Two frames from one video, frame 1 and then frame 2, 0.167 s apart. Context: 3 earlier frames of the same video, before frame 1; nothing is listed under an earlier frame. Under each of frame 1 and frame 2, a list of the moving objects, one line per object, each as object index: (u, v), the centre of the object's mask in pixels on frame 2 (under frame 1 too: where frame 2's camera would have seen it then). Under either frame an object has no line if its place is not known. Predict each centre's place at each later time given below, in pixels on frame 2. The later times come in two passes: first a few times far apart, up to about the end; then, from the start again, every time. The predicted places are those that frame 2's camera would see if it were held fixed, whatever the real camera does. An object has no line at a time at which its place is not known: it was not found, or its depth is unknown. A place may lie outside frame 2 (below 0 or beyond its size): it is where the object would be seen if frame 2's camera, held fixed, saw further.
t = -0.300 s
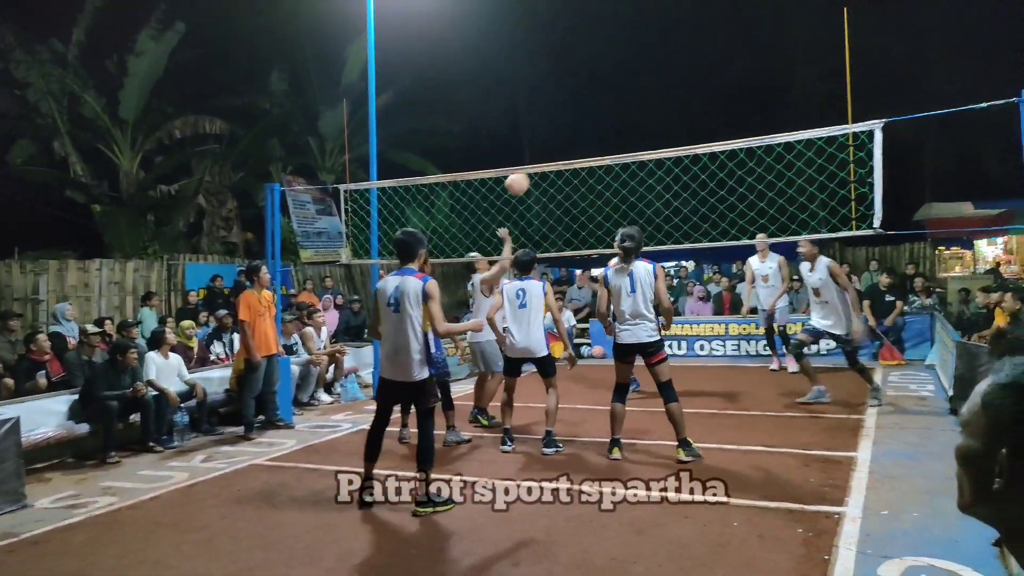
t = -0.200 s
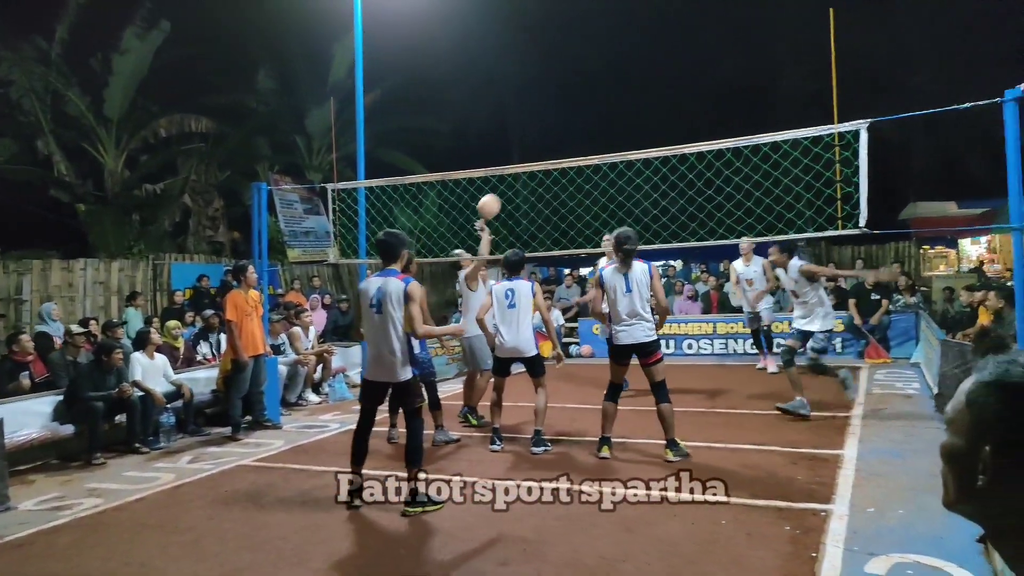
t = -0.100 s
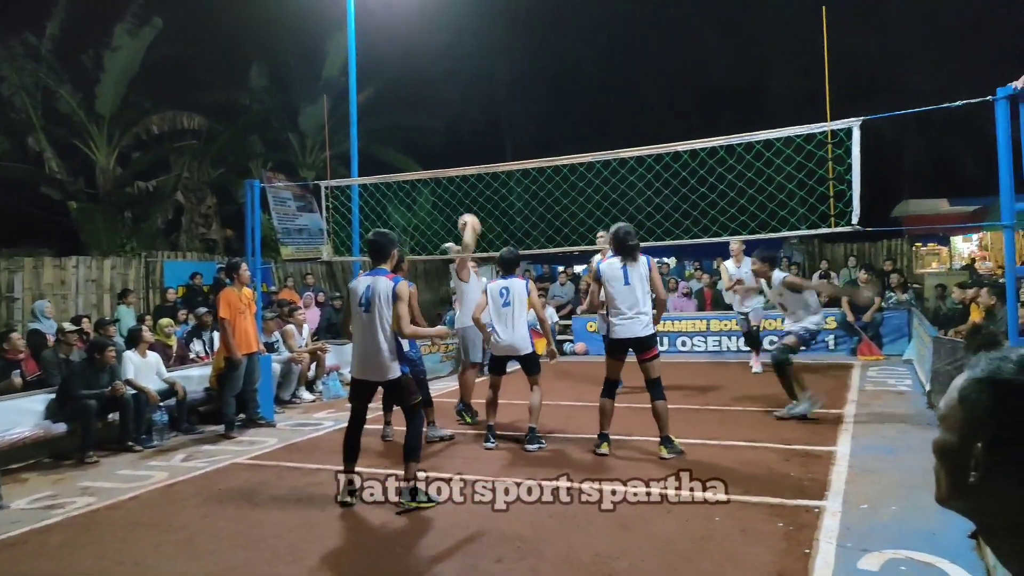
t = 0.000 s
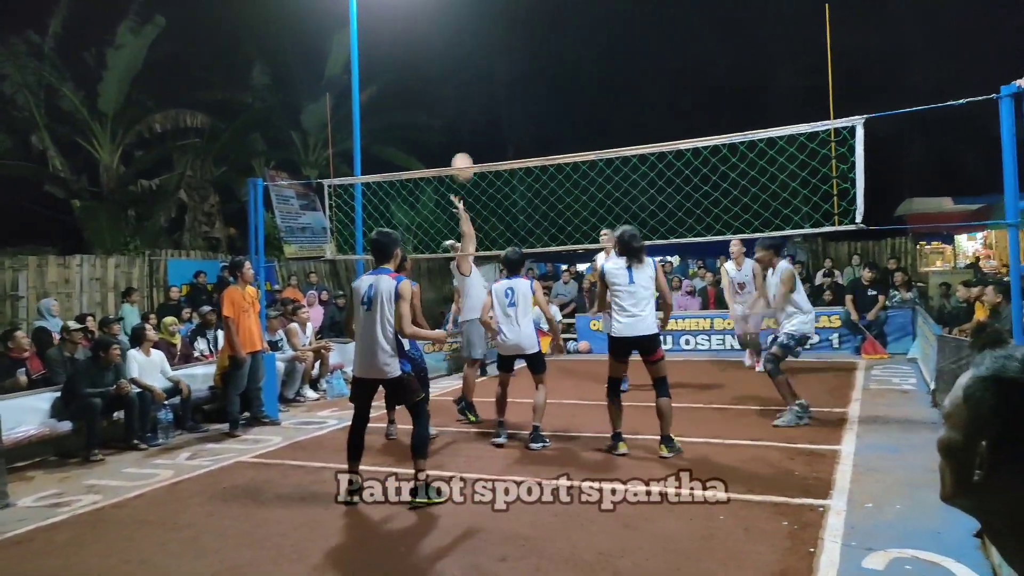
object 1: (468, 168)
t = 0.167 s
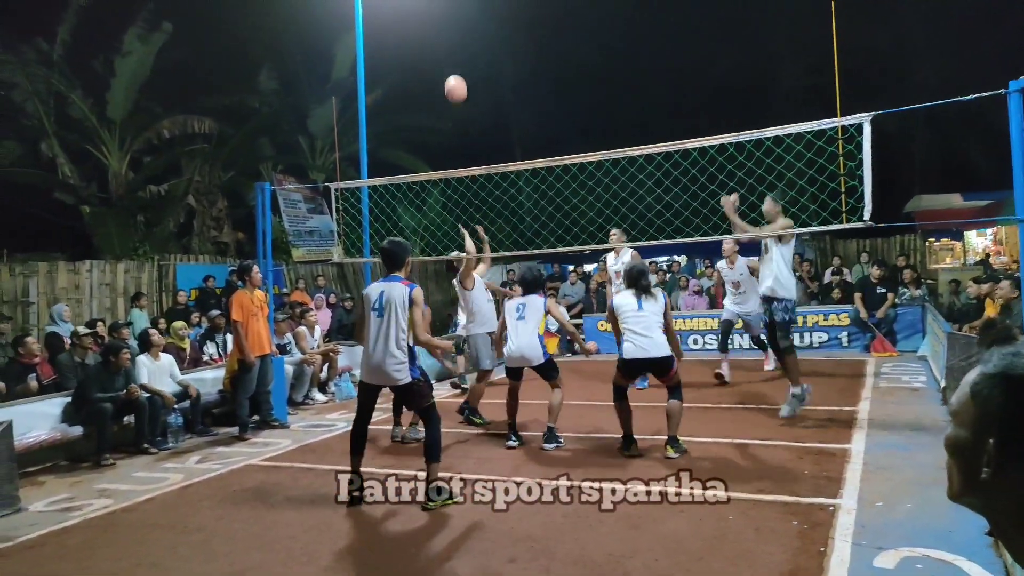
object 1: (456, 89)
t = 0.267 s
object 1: (450, 56)
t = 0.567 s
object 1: (438, 23)
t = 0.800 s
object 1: (434, 58)
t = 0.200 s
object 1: (454, 77)
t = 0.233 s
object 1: (452, 66)
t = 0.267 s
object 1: (450, 56)
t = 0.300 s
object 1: (449, 47)
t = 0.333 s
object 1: (447, 40)
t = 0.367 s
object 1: (445, 35)
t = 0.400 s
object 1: (444, 30)
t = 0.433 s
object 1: (443, 26)
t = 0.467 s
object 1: (441, 24)
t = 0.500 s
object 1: (440, 23)
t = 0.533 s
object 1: (439, 22)
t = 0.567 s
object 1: (438, 23)
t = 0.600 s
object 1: (437, 25)
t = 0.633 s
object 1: (436, 28)
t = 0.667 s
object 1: (436, 32)
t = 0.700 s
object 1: (435, 37)
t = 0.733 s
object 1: (435, 43)
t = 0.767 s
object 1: (435, 50)
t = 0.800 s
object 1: (434, 58)
